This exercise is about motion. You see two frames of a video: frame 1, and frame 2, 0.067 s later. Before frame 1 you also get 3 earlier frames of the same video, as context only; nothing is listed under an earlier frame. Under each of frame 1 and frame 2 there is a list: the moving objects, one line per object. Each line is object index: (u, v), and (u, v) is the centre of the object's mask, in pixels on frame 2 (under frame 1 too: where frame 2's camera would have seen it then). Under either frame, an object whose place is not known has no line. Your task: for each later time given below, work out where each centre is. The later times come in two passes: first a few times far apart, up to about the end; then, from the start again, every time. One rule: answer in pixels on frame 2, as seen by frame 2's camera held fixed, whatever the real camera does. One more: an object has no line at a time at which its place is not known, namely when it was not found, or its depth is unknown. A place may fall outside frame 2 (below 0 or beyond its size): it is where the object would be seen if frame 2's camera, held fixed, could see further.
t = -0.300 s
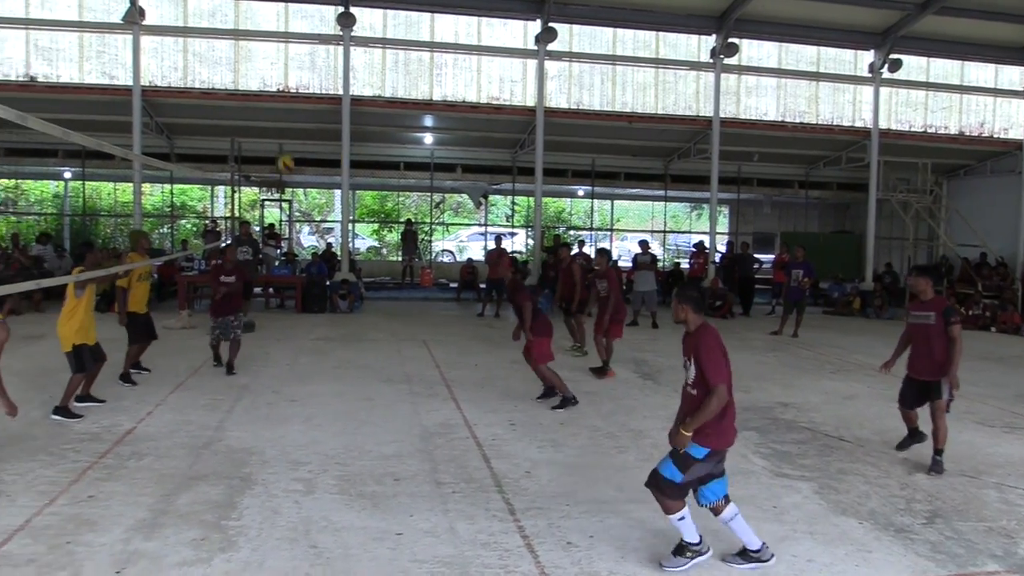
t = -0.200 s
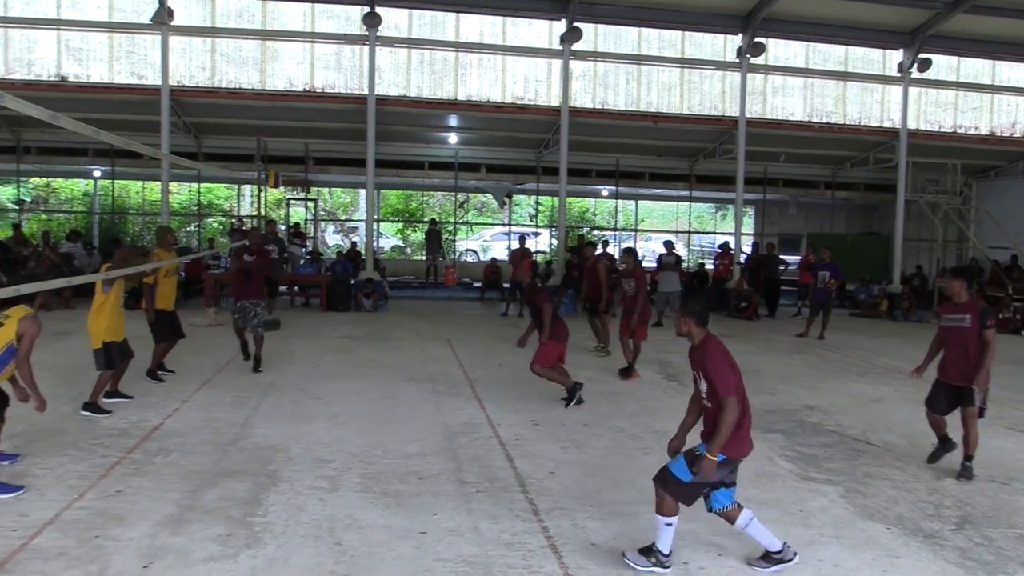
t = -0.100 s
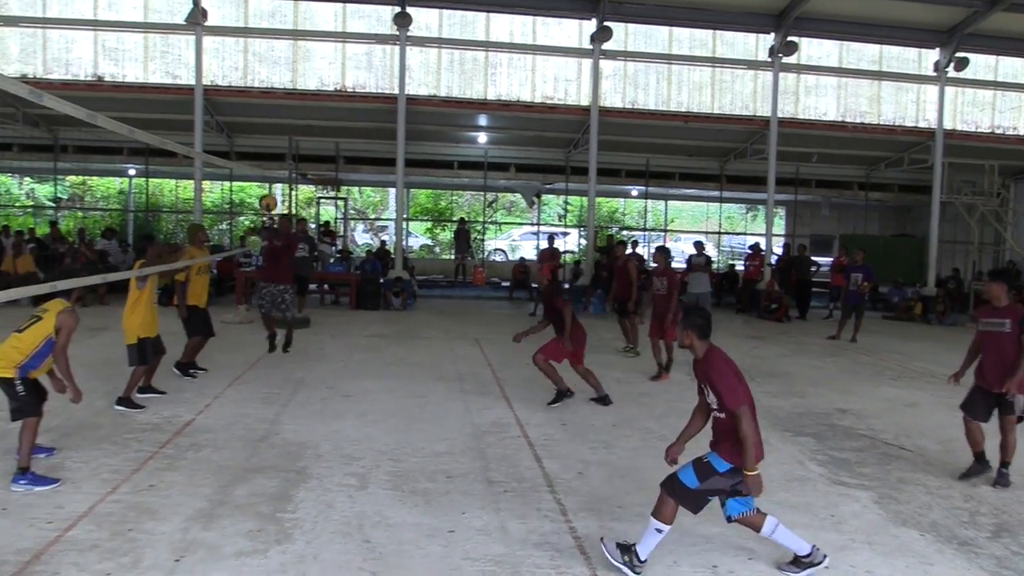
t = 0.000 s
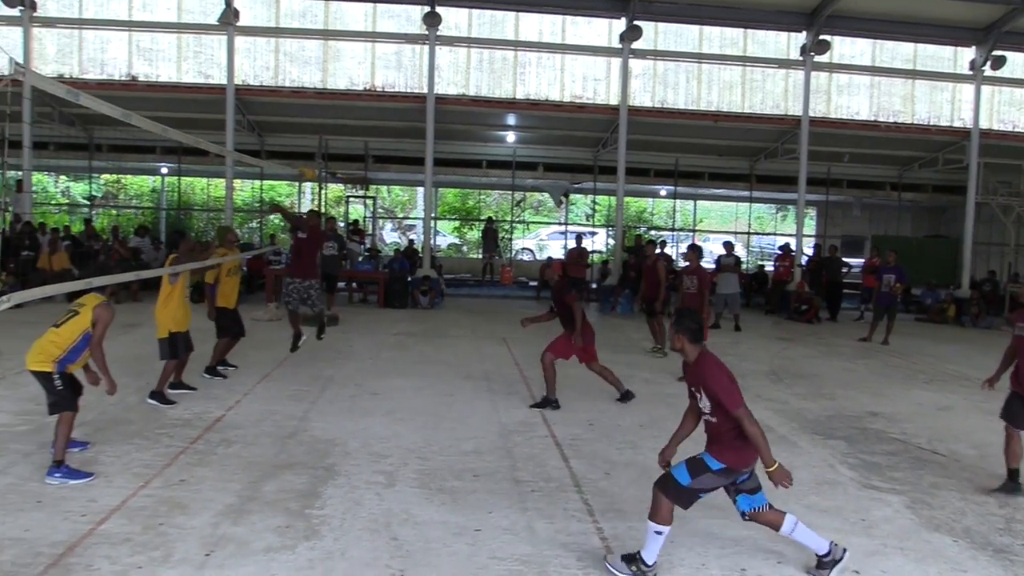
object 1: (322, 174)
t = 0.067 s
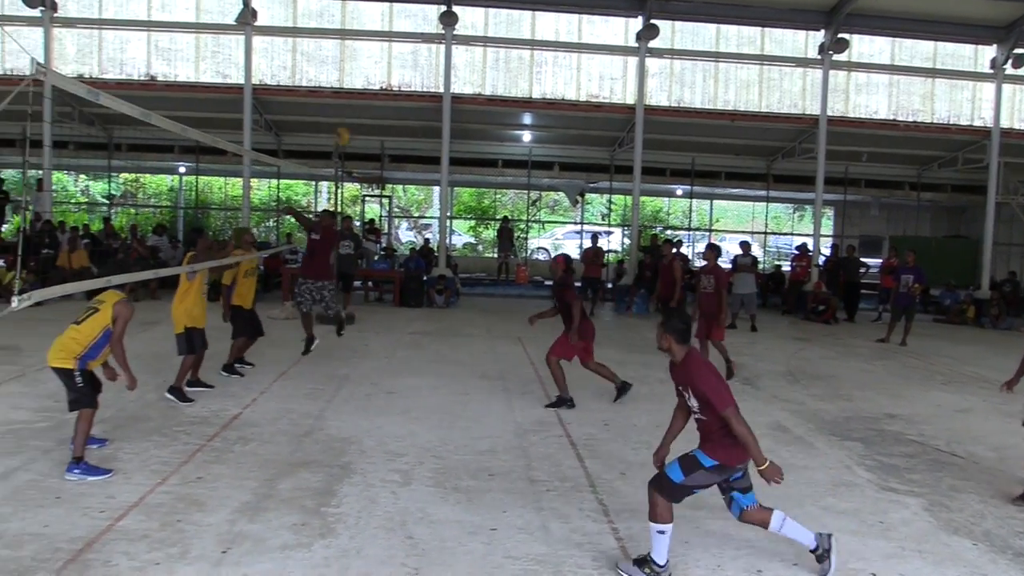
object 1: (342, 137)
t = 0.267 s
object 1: (404, 57)
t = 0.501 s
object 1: (469, 11)
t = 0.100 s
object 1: (353, 121)
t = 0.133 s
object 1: (364, 107)
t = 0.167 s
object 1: (374, 92)
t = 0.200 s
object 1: (385, 80)
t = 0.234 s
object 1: (395, 68)
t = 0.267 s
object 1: (404, 57)
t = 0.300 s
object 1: (414, 47)
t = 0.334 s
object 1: (423, 38)
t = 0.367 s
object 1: (432, 30)
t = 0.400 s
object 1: (441, 23)
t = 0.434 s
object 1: (451, 18)
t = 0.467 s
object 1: (460, 13)
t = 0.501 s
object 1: (469, 11)
